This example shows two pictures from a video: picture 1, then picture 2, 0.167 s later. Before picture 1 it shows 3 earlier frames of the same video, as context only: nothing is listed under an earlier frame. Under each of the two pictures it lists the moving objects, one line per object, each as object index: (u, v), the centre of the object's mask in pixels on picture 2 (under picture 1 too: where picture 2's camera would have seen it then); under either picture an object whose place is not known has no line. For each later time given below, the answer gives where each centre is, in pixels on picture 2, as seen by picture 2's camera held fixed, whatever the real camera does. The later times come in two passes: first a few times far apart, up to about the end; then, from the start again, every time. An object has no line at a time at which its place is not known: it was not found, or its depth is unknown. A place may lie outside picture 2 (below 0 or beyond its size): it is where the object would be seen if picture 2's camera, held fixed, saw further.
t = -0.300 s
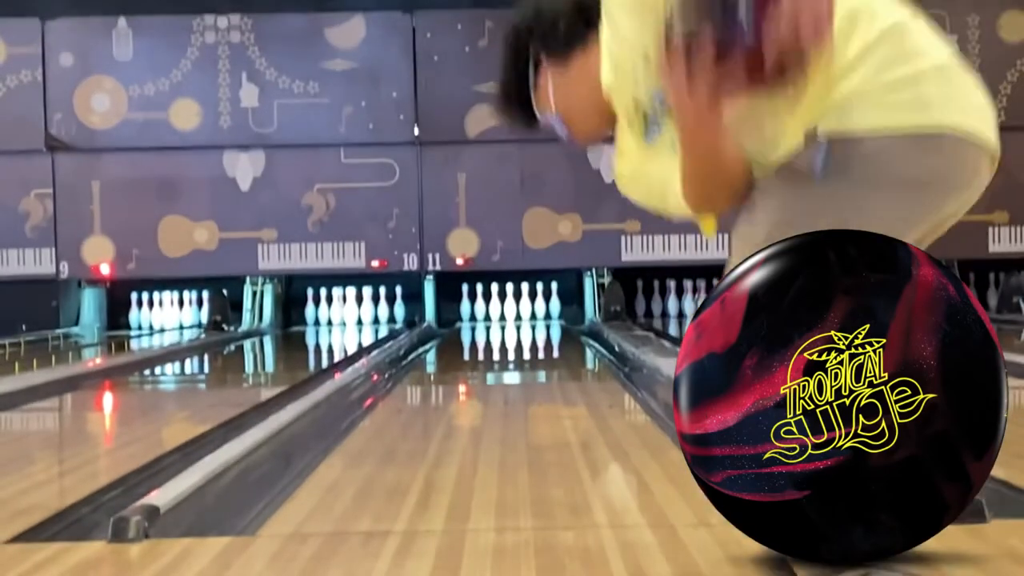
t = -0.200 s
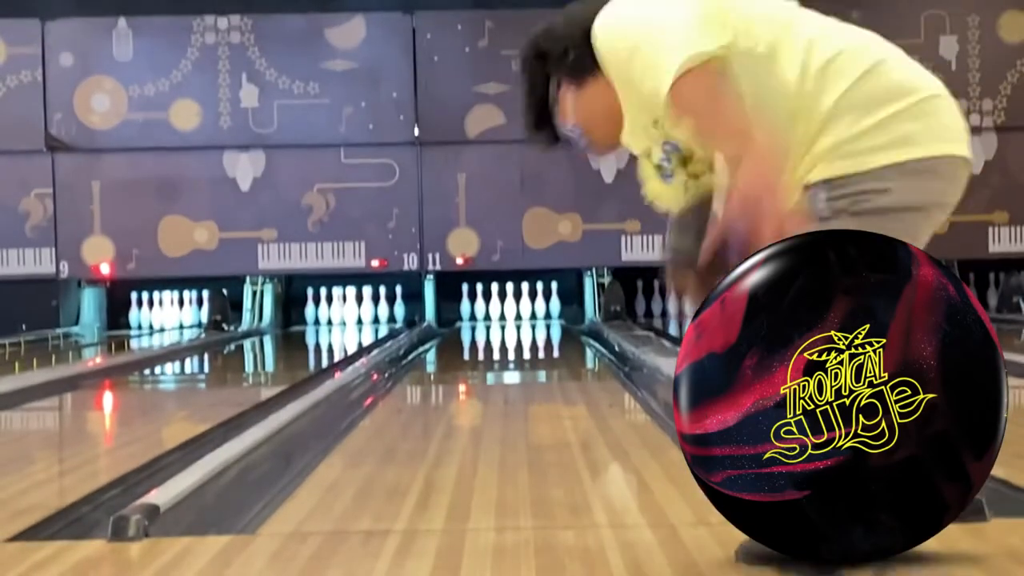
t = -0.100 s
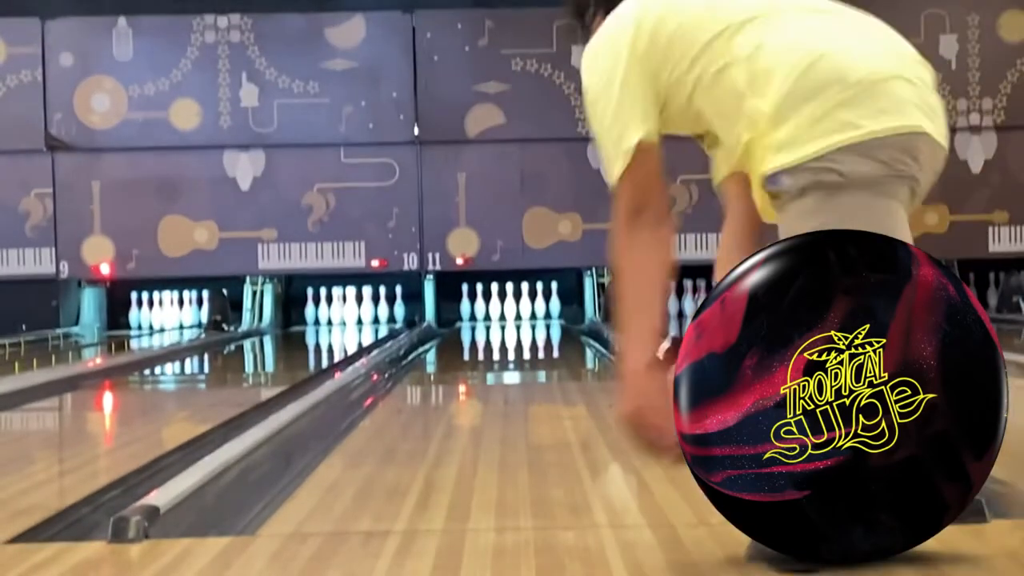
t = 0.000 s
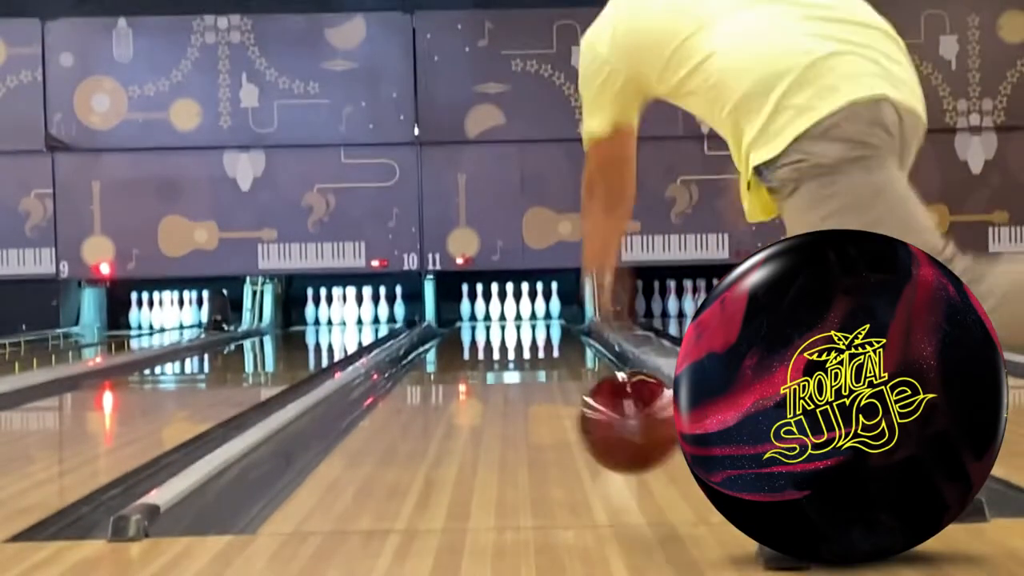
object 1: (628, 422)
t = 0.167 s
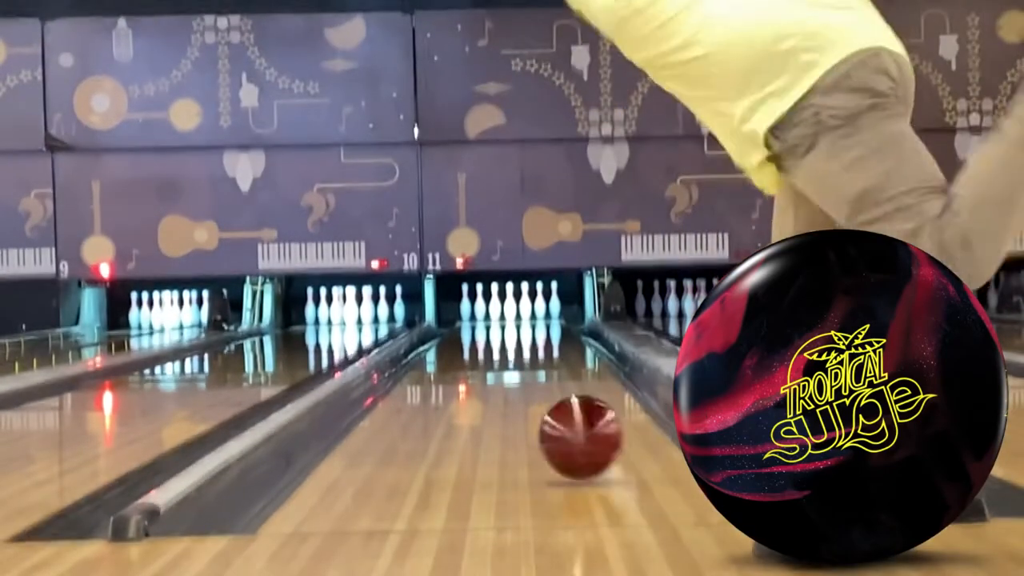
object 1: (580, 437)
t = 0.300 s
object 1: (552, 414)
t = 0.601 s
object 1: (514, 382)
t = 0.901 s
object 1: (491, 360)
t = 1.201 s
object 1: (478, 346)
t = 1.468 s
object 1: (470, 337)
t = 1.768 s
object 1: (467, 329)
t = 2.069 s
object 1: (469, 322)
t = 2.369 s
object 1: (481, 319)
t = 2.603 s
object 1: (496, 313)
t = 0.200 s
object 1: (574, 424)
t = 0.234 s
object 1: (566, 426)
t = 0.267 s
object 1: (559, 419)
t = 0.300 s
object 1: (552, 414)
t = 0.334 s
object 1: (547, 410)
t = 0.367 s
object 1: (542, 407)
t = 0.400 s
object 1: (537, 404)
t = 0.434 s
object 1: (532, 400)
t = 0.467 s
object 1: (528, 395)
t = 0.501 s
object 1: (524, 391)
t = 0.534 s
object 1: (520, 387)
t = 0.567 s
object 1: (517, 384)
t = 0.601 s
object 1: (514, 382)
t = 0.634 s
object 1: (510, 379)
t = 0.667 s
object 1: (507, 377)
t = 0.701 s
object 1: (504, 374)
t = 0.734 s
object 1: (502, 372)
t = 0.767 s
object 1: (500, 370)
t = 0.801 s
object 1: (497, 367)
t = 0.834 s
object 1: (494, 366)
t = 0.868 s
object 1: (493, 363)
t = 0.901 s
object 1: (491, 360)
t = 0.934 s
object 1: (489, 359)
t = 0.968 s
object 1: (487, 357)
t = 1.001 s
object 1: (487, 355)
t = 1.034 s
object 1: (485, 354)
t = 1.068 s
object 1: (483, 352)
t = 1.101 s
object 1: (482, 351)
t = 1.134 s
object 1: (481, 350)
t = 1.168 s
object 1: (479, 348)
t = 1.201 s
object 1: (478, 346)
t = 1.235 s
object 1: (476, 345)
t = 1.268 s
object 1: (476, 344)
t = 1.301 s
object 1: (474, 343)
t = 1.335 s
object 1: (474, 342)
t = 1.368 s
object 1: (473, 339)
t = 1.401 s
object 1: (473, 339)
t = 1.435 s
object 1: (471, 337)
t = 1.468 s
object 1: (470, 337)
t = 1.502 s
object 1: (470, 336)
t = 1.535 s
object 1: (469, 334)
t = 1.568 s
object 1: (469, 334)
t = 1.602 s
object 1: (468, 333)
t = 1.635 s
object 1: (468, 332)
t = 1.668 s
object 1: (467, 331)
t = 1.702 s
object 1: (467, 330)
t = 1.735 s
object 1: (467, 329)
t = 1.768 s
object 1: (467, 329)
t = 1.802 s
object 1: (467, 328)
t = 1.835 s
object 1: (466, 328)
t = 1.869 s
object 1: (466, 327)
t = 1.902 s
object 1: (466, 327)
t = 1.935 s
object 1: (467, 325)
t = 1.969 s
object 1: (467, 324)
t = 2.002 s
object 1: (468, 324)
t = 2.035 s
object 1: (468, 323)
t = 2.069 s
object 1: (469, 322)
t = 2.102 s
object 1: (470, 322)
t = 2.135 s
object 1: (471, 321)
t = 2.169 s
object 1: (472, 321)
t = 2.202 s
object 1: (473, 319)
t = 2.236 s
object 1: (474, 318)
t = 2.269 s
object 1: (476, 318)
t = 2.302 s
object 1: (478, 317)
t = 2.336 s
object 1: (480, 318)
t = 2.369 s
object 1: (481, 319)
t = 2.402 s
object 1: (483, 317)
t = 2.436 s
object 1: (485, 316)
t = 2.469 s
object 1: (487, 315)
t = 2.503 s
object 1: (489, 314)
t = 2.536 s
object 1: (492, 314)
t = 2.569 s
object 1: (494, 314)
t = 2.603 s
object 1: (496, 313)
